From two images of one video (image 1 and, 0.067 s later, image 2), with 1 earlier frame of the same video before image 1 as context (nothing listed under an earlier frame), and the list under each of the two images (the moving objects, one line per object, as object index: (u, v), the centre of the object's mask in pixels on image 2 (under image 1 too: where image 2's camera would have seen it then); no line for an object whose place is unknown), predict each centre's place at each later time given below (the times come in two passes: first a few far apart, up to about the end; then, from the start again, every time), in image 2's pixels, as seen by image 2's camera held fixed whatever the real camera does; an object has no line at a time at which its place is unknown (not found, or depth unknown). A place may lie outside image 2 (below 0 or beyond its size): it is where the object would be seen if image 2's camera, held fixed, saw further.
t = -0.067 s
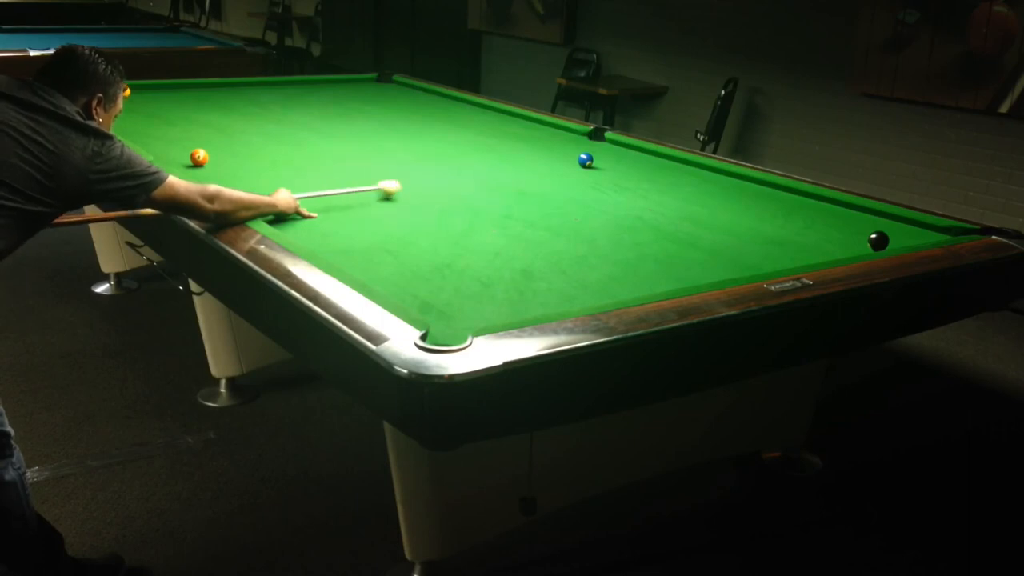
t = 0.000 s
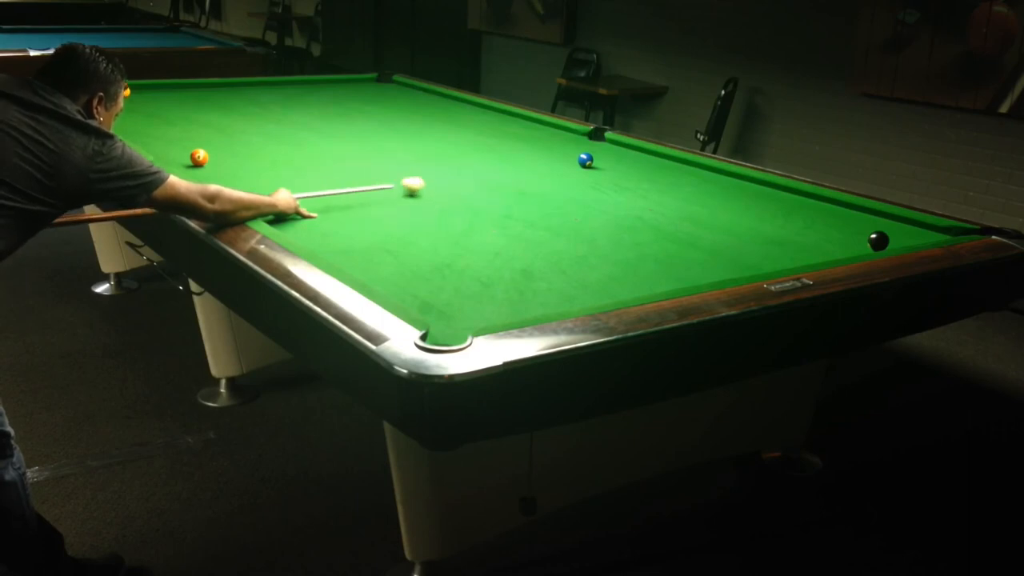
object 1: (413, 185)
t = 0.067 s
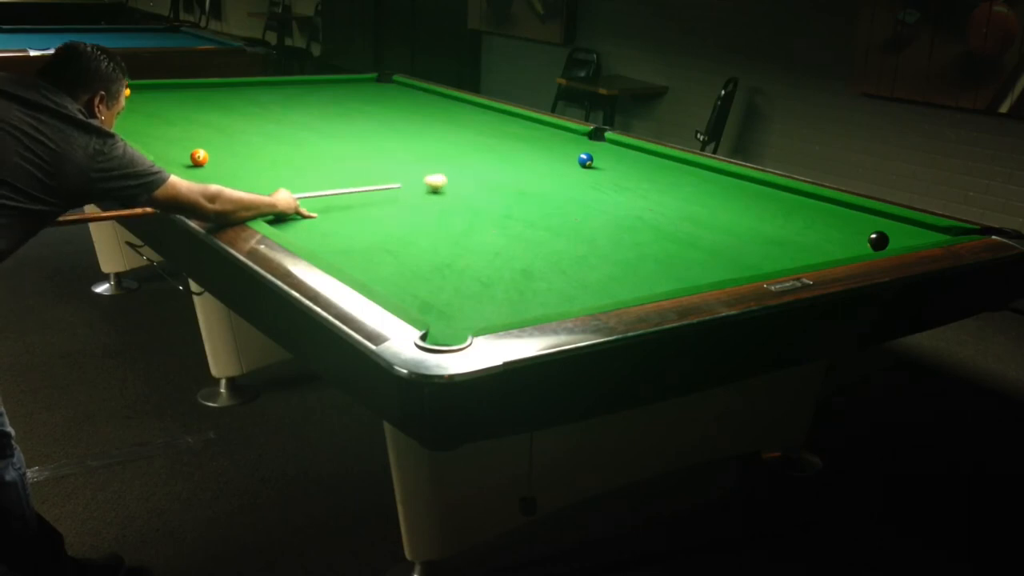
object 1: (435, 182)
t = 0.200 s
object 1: (479, 176)
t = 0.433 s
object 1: (548, 167)
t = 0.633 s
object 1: (600, 163)
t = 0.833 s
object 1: (649, 163)
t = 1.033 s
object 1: (694, 163)
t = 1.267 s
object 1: (679, 170)
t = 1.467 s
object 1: (667, 176)
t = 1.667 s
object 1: (654, 181)
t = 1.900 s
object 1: (639, 188)
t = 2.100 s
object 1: (627, 194)
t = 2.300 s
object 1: (614, 200)
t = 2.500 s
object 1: (601, 207)
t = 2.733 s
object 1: (586, 214)
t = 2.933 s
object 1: (572, 220)
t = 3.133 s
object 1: (559, 226)
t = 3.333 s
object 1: (547, 233)
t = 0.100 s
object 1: (447, 181)
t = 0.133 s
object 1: (457, 179)
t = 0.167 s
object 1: (468, 178)
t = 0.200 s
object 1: (479, 176)
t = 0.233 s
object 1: (489, 175)
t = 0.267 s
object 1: (499, 174)
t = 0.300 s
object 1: (510, 172)
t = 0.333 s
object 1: (519, 171)
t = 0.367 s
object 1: (529, 170)
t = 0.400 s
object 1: (538, 169)
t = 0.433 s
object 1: (548, 167)
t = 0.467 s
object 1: (556, 166)
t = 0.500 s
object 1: (566, 165)
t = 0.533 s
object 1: (574, 164)
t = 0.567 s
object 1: (583, 162)
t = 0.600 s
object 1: (592, 163)
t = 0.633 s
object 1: (600, 163)
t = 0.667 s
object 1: (608, 163)
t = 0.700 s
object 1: (617, 163)
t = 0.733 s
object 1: (625, 163)
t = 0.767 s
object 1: (633, 163)
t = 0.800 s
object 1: (641, 163)
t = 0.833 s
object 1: (649, 163)
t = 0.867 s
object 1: (658, 163)
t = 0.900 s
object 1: (666, 163)
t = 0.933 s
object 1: (674, 163)
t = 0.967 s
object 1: (681, 163)
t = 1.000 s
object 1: (689, 163)
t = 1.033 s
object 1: (694, 163)
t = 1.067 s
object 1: (691, 164)
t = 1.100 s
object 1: (689, 165)
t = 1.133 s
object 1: (687, 166)
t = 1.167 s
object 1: (685, 167)
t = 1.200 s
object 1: (683, 168)
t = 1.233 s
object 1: (681, 169)
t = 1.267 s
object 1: (679, 170)
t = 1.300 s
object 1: (677, 171)
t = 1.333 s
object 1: (675, 172)
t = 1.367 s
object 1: (673, 173)
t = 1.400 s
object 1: (670, 174)
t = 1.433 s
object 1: (669, 175)
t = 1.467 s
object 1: (667, 176)
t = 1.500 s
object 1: (664, 176)
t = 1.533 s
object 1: (662, 177)
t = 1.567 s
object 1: (660, 178)
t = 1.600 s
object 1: (658, 179)
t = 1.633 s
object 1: (656, 180)
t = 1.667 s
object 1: (654, 181)
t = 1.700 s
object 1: (652, 182)
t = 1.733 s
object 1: (650, 183)
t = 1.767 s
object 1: (648, 184)
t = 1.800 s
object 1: (646, 185)
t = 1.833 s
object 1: (643, 186)
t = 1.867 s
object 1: (642, 187)
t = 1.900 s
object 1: (639, 188)
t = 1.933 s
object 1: (637, 189)
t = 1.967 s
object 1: (635, 190)
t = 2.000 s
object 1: (633, 191)
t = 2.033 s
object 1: (631, 192)
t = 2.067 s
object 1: (629, 193)
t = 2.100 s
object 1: (627, 194)
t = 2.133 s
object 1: (624, 195)
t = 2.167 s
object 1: (622, 196)
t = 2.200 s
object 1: (620, 197)
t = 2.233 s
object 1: (618, 198)
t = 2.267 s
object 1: (616, 199)
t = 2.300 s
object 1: (614, 200)
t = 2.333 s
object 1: (612, 201)
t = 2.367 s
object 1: (609, 203)
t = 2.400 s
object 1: (607, 204)
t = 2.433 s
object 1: (605, 205)
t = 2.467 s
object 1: (603, 206)
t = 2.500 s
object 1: (601, 207)
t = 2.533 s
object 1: (598, 208)
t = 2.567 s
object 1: (596, 209)
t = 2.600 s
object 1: (594, 210)
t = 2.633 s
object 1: (592, 211)
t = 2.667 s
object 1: (590, 212)
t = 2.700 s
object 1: (588, 213)
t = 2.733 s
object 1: (586, 214)
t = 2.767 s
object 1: (584, 215)
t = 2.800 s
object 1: (581, 216)
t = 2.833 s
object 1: (579, 217)
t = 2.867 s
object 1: (577, 218)
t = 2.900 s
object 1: (575, 219)
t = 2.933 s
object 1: (572, 220)
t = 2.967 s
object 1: (570, 221)
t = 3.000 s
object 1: (568, 222)
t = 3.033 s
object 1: (566, 223)
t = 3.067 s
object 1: (564, 224)
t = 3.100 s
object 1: (562, 225)
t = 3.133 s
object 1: (559, 226)
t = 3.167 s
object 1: (557, 227)
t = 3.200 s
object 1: (555, 228)
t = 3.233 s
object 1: (553, 229)
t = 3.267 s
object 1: (551, 230)
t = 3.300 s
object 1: (549, 232)
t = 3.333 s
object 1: (547, 233)
